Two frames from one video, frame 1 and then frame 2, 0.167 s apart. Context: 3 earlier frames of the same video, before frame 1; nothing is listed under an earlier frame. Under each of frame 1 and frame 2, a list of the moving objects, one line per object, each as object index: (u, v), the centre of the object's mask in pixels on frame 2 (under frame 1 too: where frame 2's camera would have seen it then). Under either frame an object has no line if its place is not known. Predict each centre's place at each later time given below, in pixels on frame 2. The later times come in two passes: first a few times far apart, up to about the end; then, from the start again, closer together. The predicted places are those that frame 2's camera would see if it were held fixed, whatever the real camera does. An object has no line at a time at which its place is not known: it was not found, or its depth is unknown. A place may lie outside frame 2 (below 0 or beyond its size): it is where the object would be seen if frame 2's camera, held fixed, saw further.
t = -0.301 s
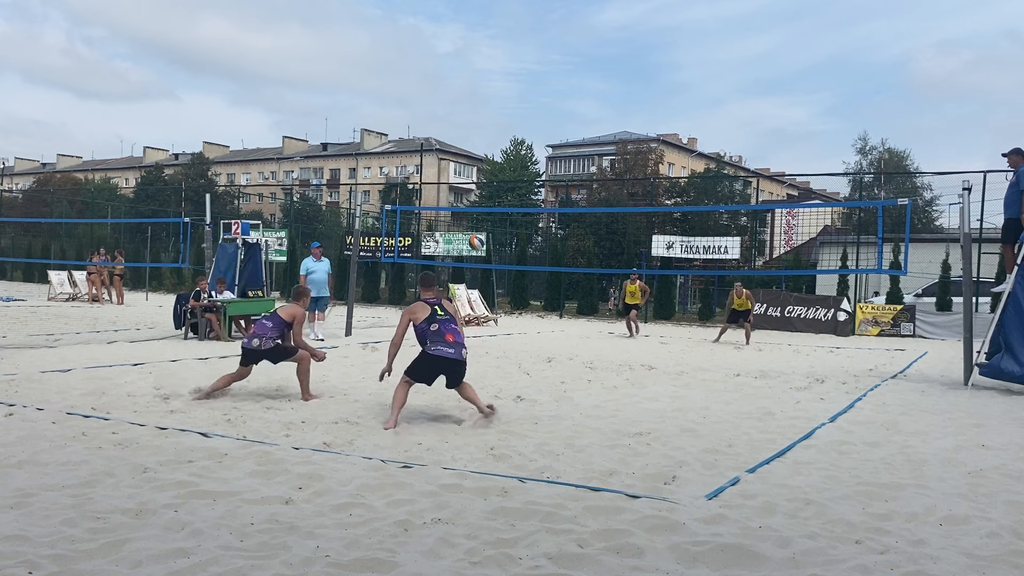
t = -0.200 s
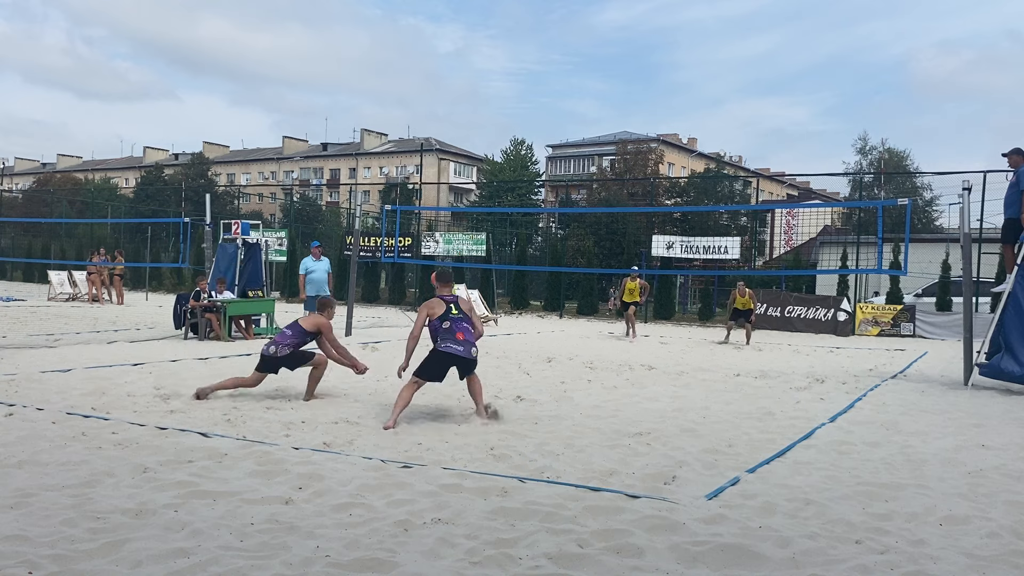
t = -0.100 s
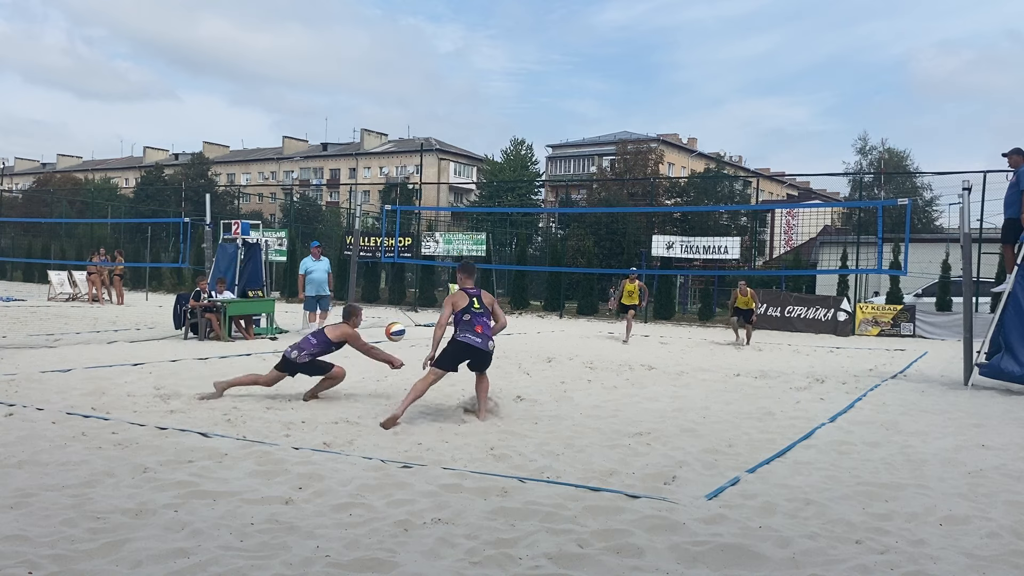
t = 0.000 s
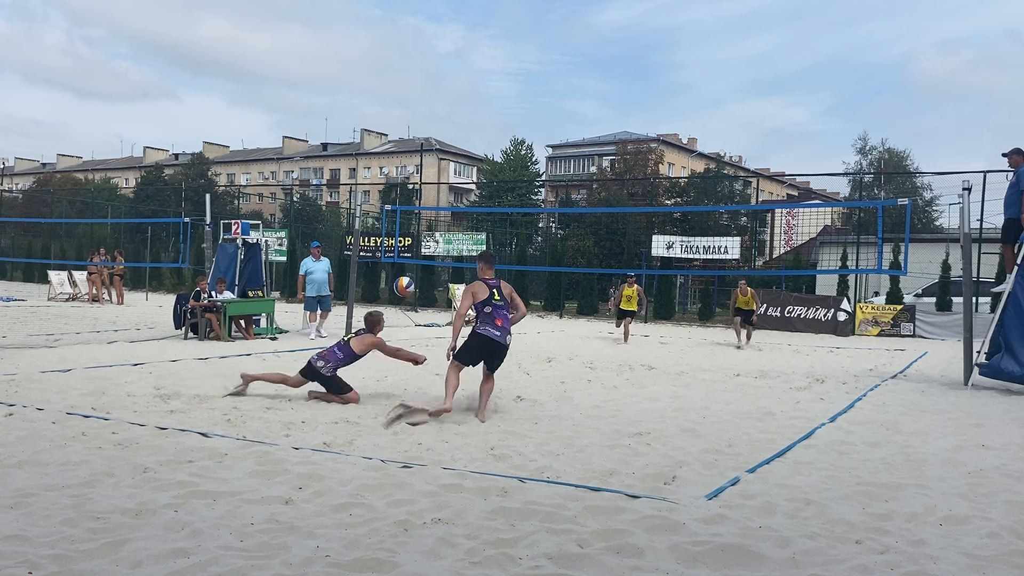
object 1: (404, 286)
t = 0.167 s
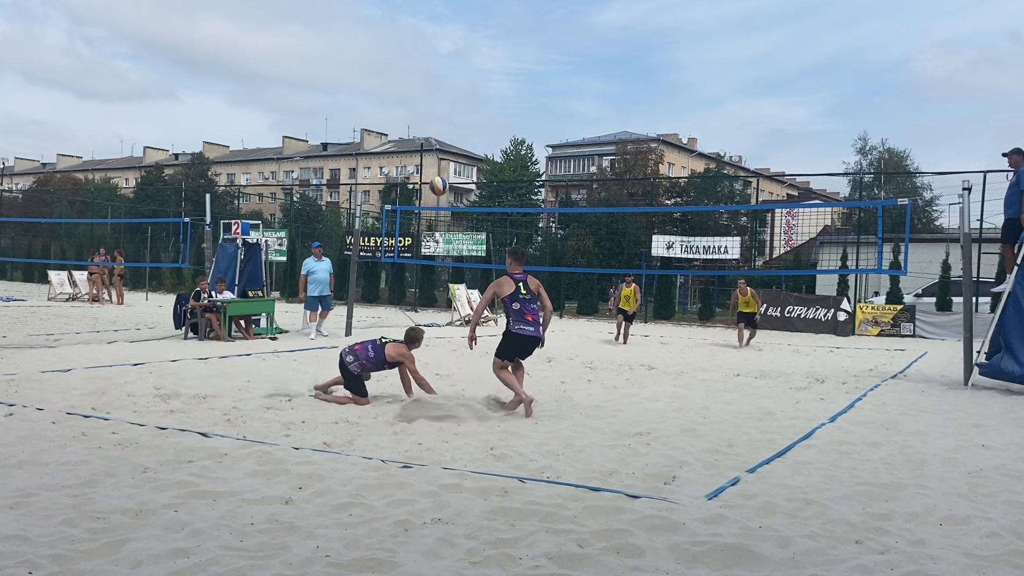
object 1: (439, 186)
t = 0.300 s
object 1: (463, 127)
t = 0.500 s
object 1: (497, 70)
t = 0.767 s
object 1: (537, 50)
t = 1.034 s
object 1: (573, 87)
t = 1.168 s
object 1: (589, 125)
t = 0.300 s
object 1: (463, 127)
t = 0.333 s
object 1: (469, 115)
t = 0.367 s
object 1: (475, 104)
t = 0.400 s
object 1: (481, 94)
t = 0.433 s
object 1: (486, 85)
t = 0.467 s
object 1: (491, 77)
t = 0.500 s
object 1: (497, 70)
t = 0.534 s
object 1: (502, 64)
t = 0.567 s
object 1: (508, 60)
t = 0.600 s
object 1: (513, 56)
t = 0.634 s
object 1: (518, 53)
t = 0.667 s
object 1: (523, 50)
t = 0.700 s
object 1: (528, 50)
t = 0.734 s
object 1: (533, 49)
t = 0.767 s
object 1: (537, 50)
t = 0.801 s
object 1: (542, 52)
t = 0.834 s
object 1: (547, 54)
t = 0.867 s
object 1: (552, 57)
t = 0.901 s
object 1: (556, 62)
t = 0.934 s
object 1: (560, 67)
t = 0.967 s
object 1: (565, 73)
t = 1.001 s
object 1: (569, 80)
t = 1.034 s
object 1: (573, 87)
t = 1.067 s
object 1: (577, 95)
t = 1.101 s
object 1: (581, 104)
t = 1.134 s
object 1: (585, 114)
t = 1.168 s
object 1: (589, 125)
